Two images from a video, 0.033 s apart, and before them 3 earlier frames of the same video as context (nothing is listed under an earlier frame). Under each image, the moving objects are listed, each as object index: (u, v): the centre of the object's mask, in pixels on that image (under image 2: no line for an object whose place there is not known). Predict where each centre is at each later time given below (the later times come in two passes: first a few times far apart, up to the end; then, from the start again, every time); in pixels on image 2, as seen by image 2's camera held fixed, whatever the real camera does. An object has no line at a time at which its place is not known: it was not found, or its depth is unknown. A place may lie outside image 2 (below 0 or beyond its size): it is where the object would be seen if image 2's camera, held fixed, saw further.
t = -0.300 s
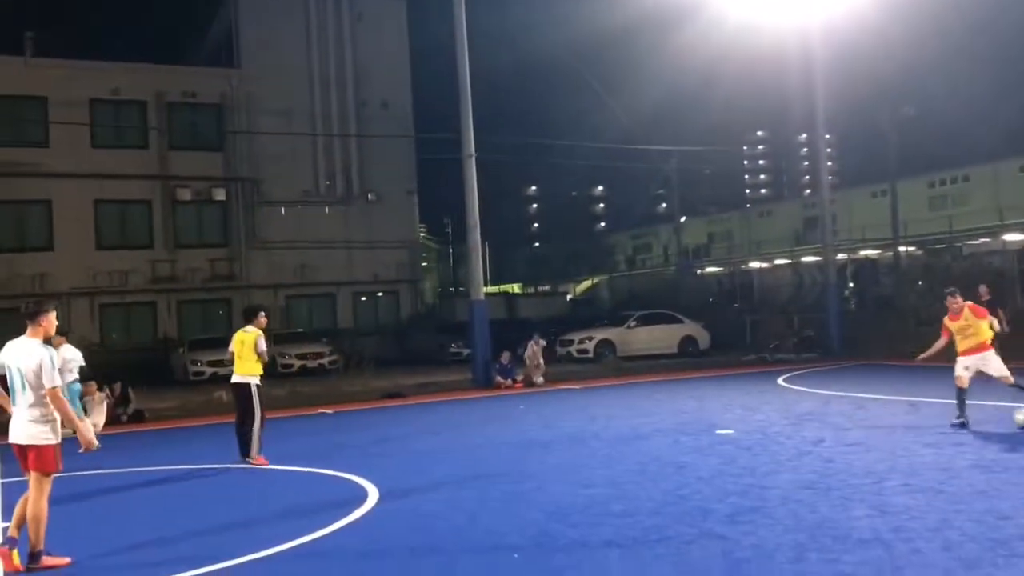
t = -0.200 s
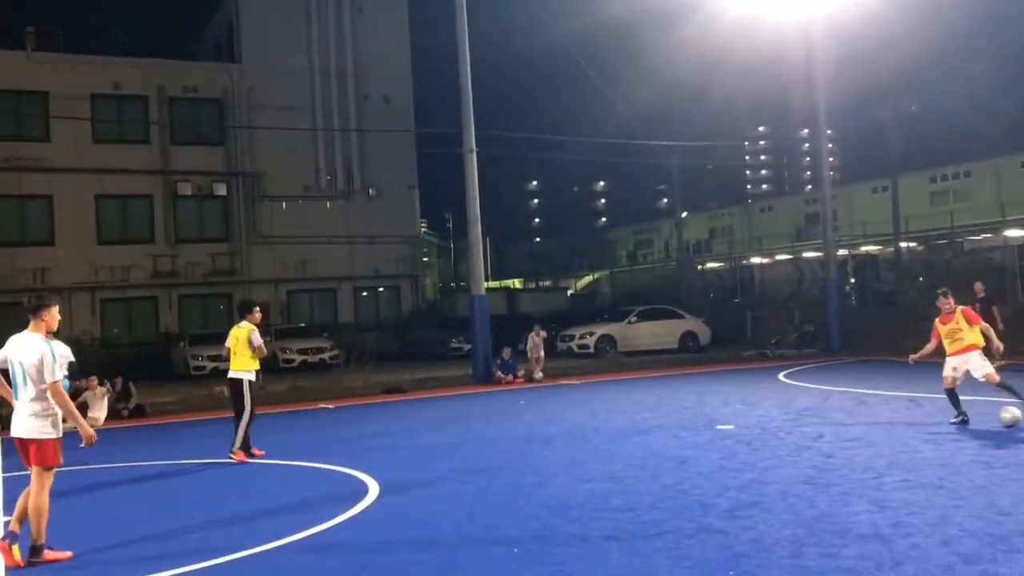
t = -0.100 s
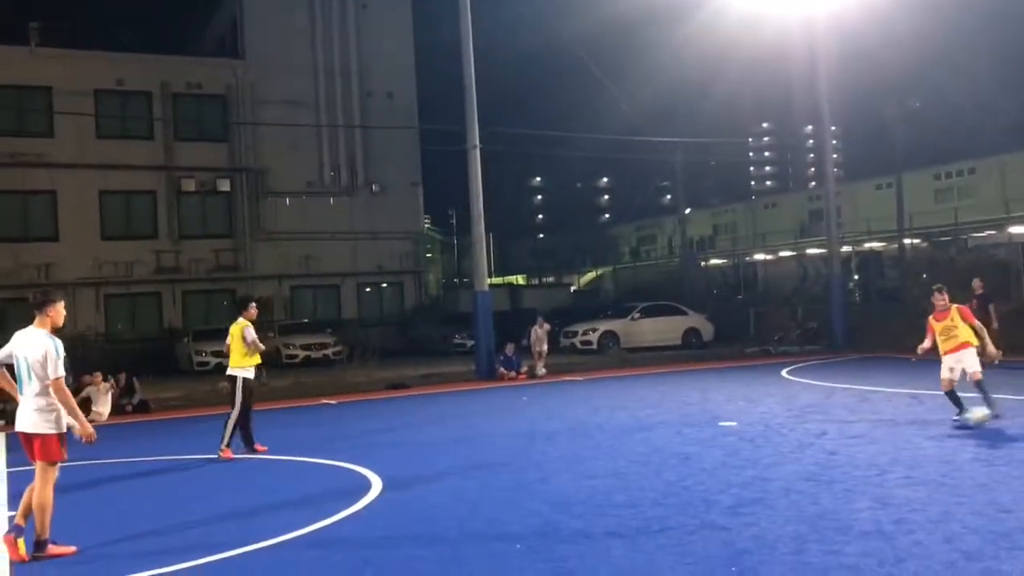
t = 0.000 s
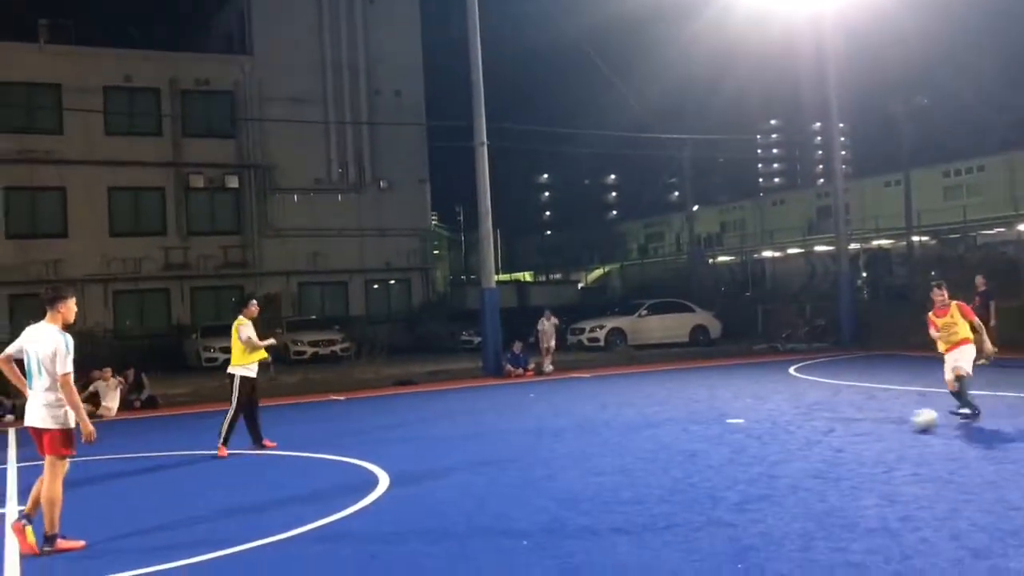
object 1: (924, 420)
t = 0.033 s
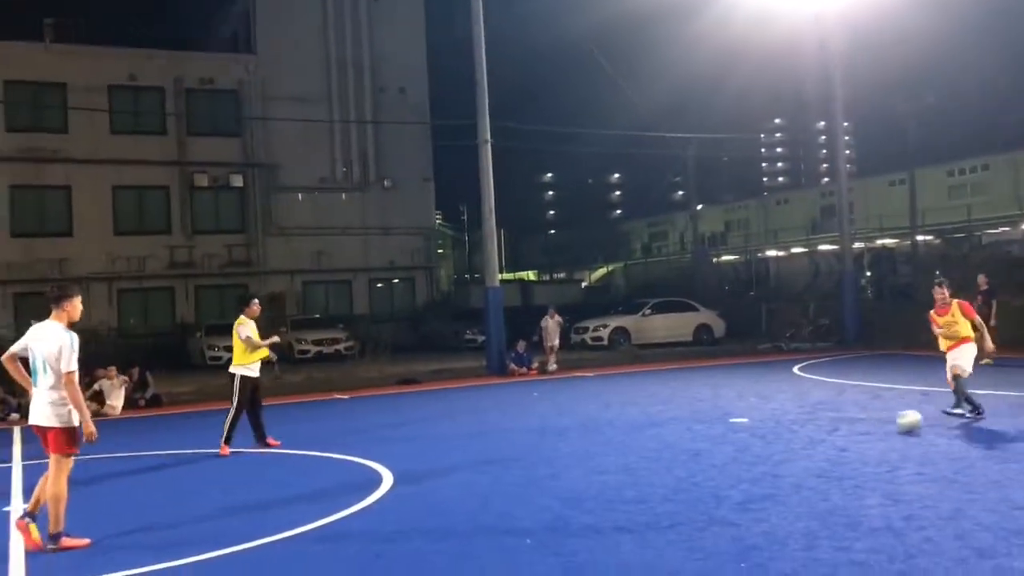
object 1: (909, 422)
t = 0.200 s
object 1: (816, 431)
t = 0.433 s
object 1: (701, 442)
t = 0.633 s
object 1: (607, 450)
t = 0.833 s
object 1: (512, 460)
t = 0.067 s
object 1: (890, 423)
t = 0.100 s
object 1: (872, 425)
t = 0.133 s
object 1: (852, 427)
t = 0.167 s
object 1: (835, 428)
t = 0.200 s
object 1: (816, 431)
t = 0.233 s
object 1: (798, 432)
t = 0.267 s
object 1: (781, 434)
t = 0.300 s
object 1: (764, 436)
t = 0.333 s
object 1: (748, 435)
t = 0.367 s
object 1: (732, 438)
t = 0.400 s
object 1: (716, 440)
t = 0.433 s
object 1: (701, 442)
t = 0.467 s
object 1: (685, 443)
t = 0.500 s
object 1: (670, 445)
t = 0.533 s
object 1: (654, 446)
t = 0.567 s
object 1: (638, 448)
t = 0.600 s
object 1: (623, 449)
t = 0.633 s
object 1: (607, 450)
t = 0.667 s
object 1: (591, 452)
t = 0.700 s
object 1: (575, 454)
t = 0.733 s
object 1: (560, 455)
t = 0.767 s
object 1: (543, 456)
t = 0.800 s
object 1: (527, 458)
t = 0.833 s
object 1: (512, 460)
